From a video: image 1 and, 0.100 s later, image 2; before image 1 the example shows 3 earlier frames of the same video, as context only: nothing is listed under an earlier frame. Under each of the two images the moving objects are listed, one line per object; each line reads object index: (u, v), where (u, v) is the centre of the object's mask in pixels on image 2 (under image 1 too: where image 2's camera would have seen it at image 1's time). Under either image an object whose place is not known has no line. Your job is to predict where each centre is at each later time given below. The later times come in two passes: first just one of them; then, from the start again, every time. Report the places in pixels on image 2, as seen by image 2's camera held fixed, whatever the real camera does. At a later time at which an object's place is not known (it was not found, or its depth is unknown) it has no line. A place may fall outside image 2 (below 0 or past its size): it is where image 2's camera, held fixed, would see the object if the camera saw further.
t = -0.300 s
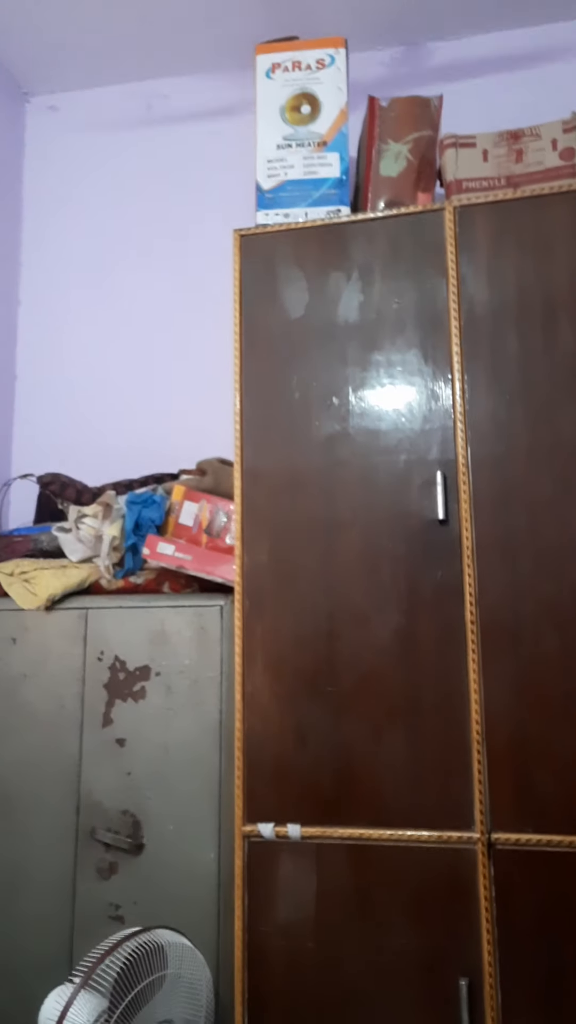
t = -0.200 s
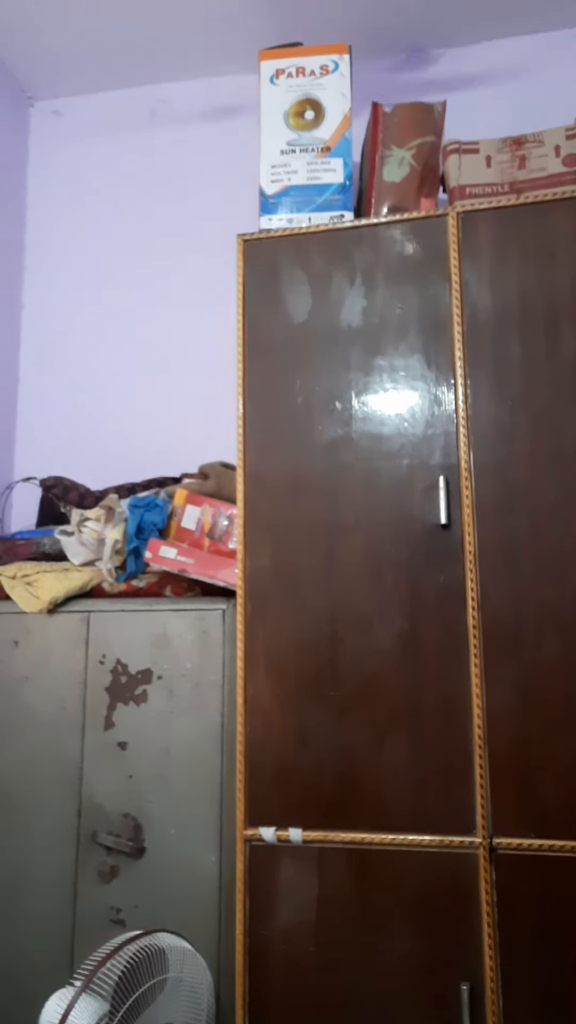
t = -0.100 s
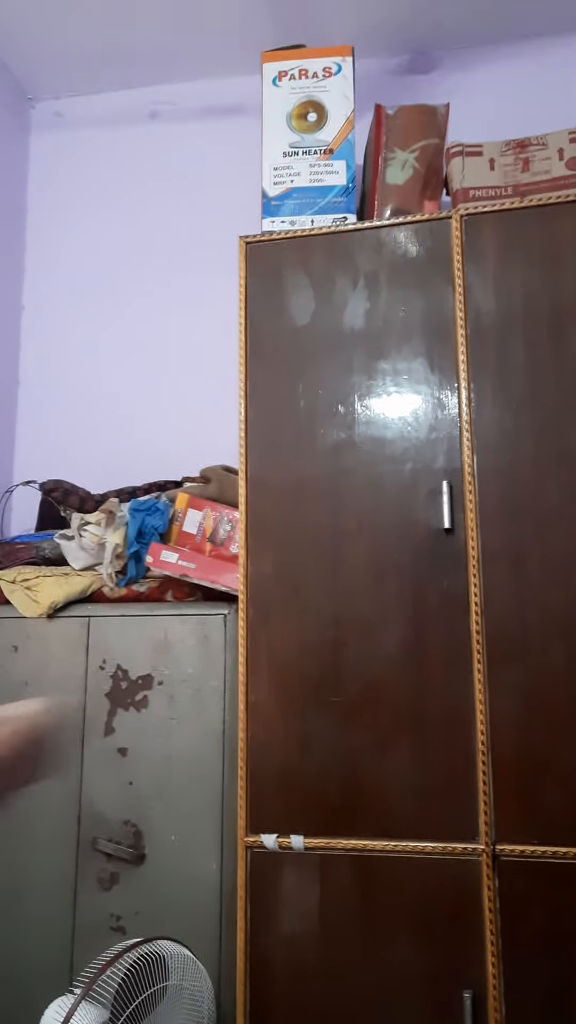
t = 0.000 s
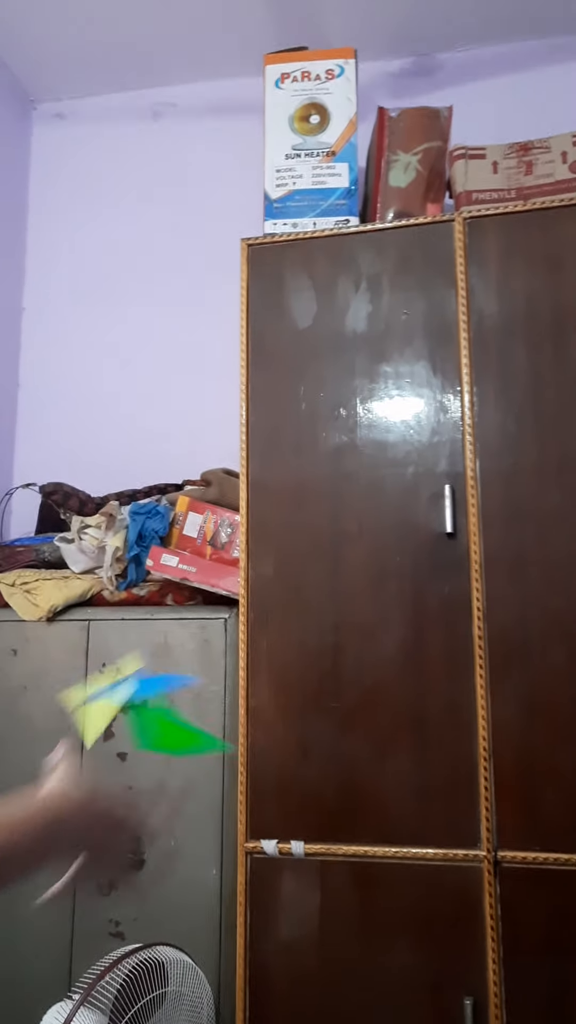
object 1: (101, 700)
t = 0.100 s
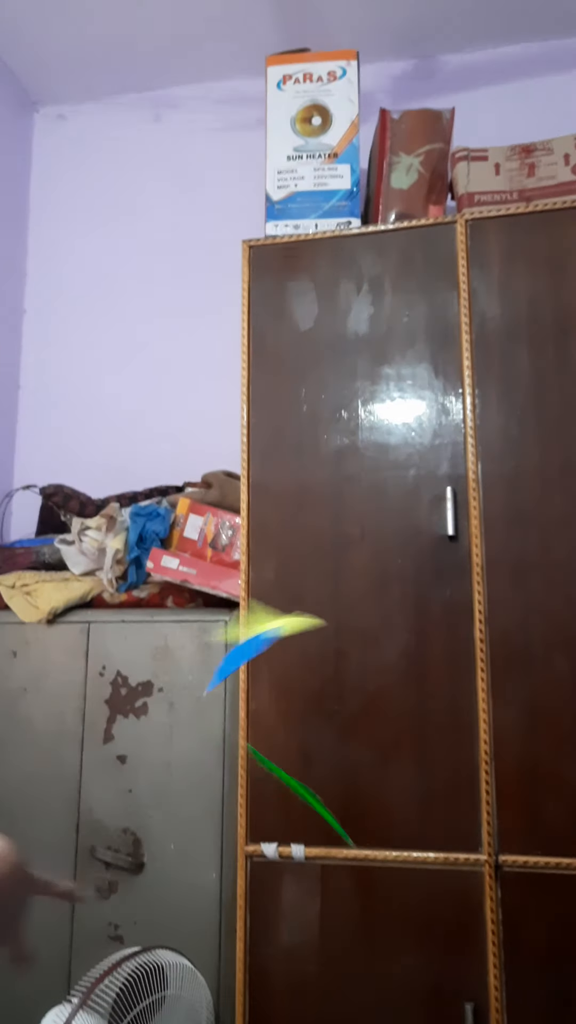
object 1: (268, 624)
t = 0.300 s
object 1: (349, 705)
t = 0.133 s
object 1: (298, 612)
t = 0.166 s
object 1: (319, 619)
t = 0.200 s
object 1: (329, 636)
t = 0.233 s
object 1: (338, 654)
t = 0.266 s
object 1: (344, 678)
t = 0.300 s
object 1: (349, 705)
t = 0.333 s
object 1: (353, 730)
